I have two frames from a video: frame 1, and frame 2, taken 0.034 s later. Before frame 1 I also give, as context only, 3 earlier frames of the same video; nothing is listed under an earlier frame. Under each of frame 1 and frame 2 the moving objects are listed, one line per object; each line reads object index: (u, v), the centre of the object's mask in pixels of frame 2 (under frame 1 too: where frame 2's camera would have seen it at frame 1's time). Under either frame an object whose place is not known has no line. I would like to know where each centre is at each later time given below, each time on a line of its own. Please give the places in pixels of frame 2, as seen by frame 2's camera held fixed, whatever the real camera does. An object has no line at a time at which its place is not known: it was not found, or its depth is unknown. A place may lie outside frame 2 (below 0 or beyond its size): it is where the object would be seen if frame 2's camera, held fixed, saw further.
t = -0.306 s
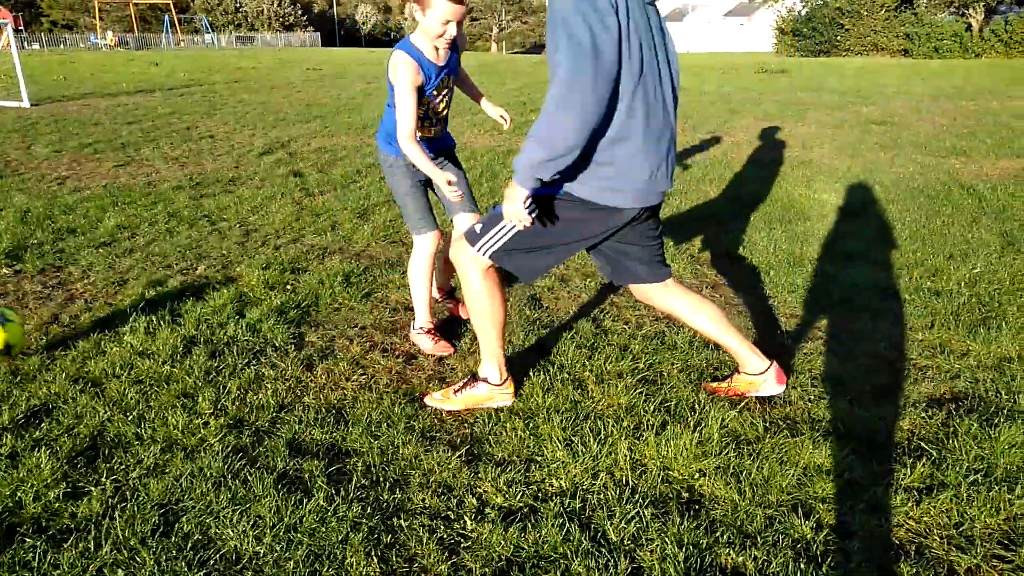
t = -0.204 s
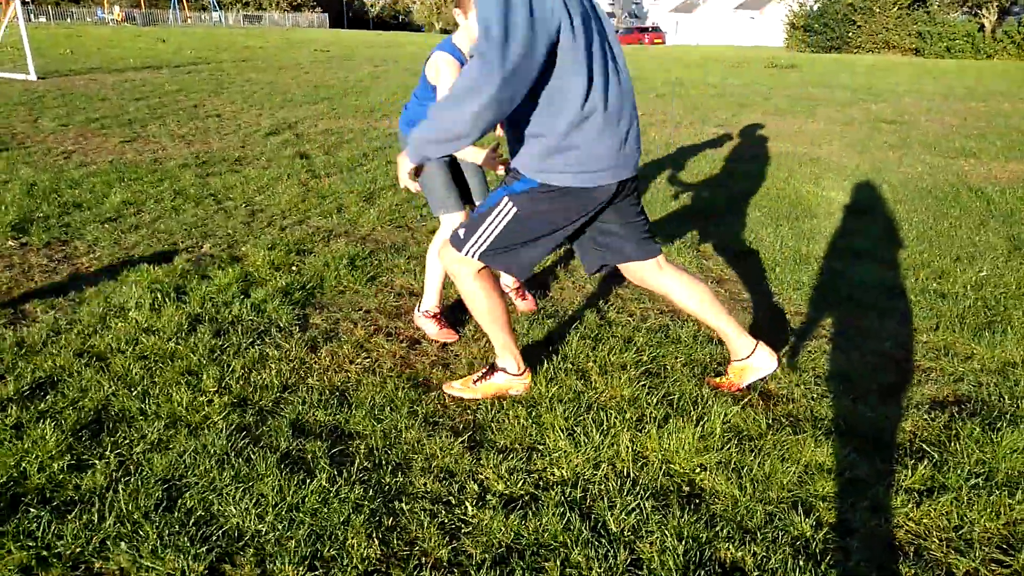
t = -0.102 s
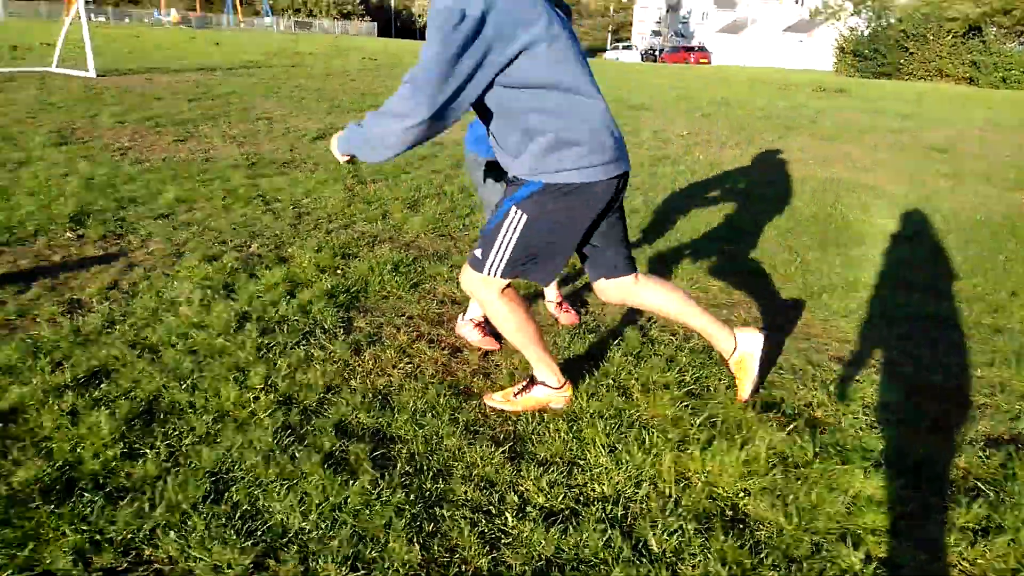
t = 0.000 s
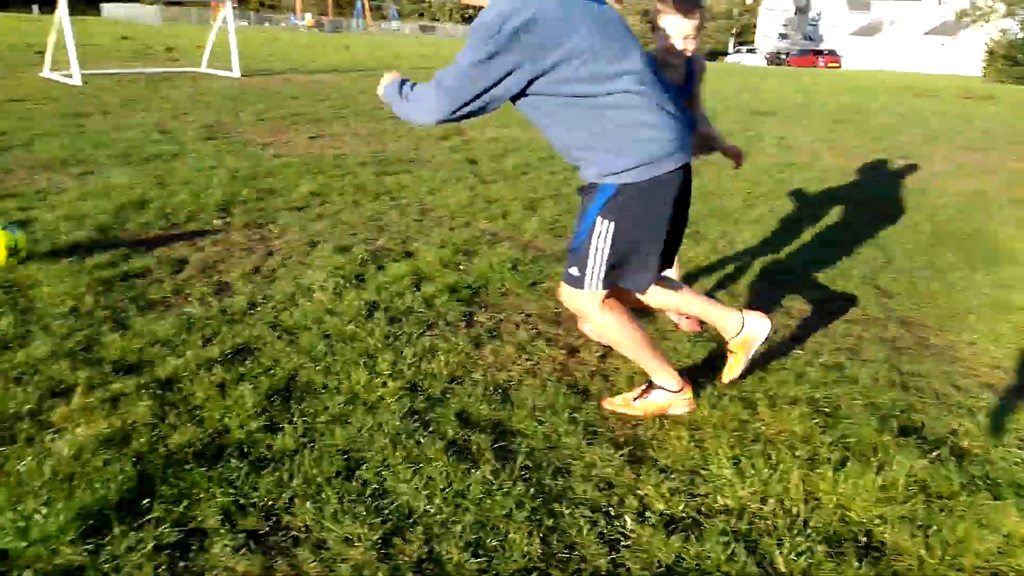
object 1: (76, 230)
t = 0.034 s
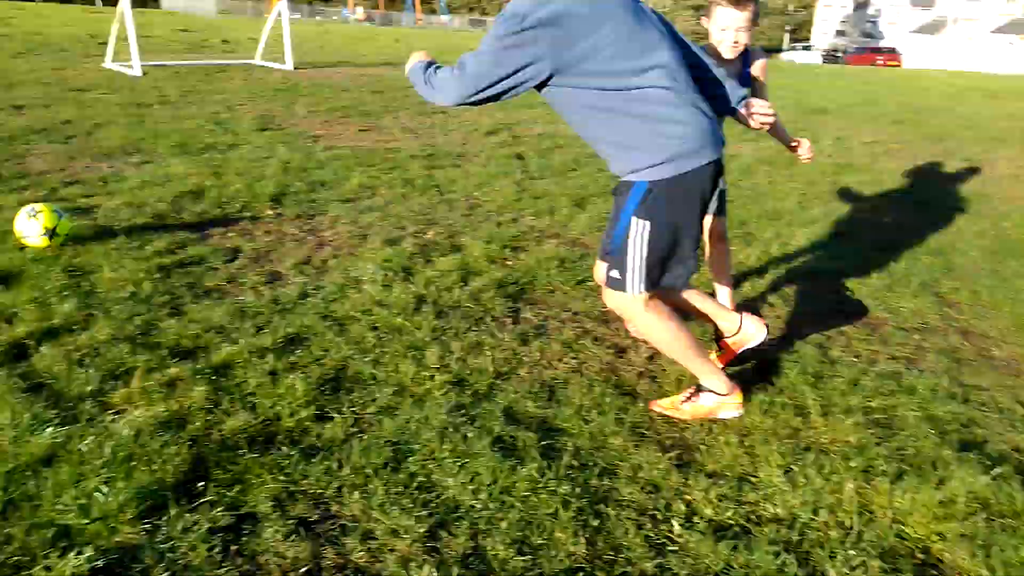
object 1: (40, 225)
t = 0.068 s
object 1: (22, 223)
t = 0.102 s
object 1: (6, 221)
